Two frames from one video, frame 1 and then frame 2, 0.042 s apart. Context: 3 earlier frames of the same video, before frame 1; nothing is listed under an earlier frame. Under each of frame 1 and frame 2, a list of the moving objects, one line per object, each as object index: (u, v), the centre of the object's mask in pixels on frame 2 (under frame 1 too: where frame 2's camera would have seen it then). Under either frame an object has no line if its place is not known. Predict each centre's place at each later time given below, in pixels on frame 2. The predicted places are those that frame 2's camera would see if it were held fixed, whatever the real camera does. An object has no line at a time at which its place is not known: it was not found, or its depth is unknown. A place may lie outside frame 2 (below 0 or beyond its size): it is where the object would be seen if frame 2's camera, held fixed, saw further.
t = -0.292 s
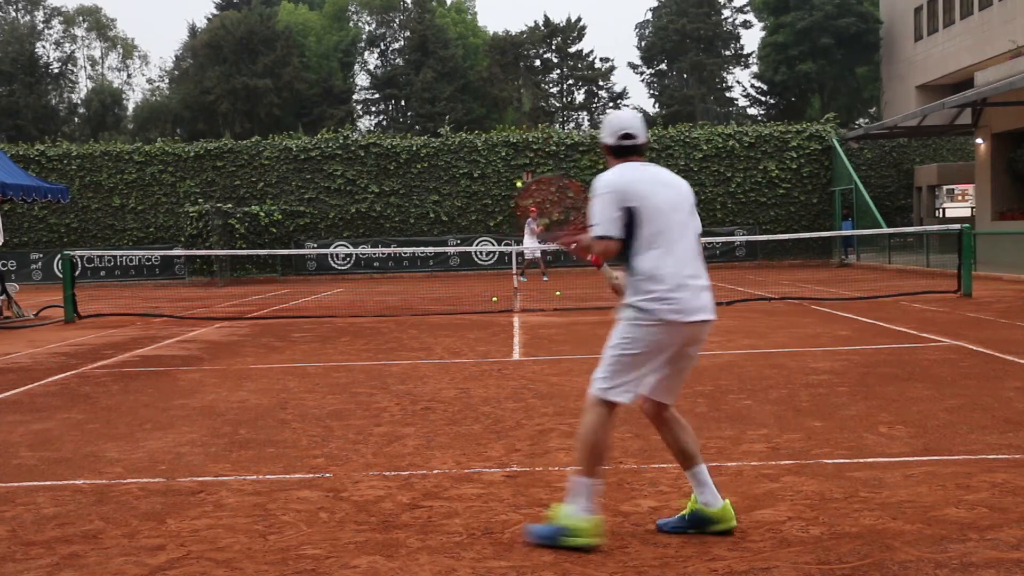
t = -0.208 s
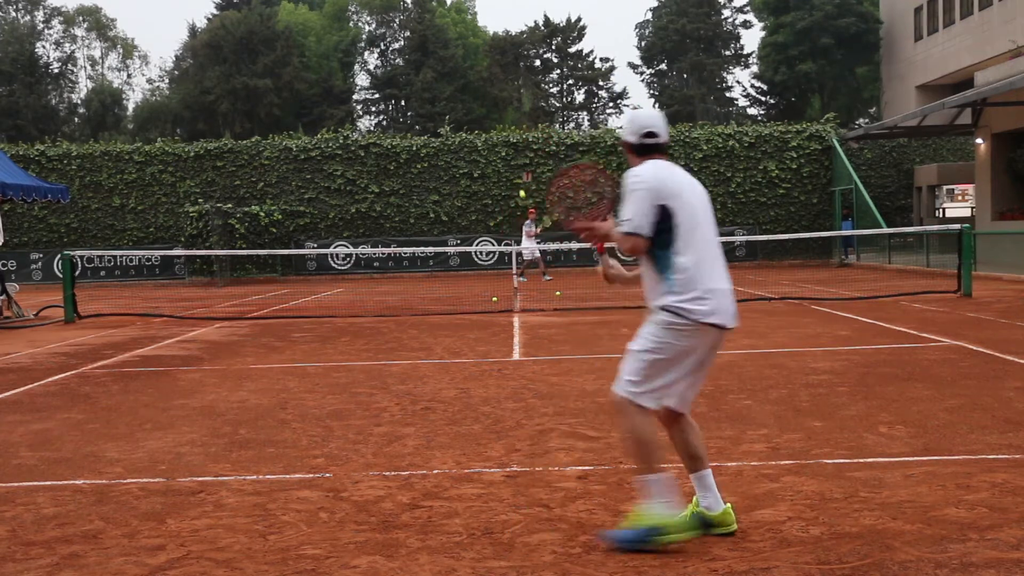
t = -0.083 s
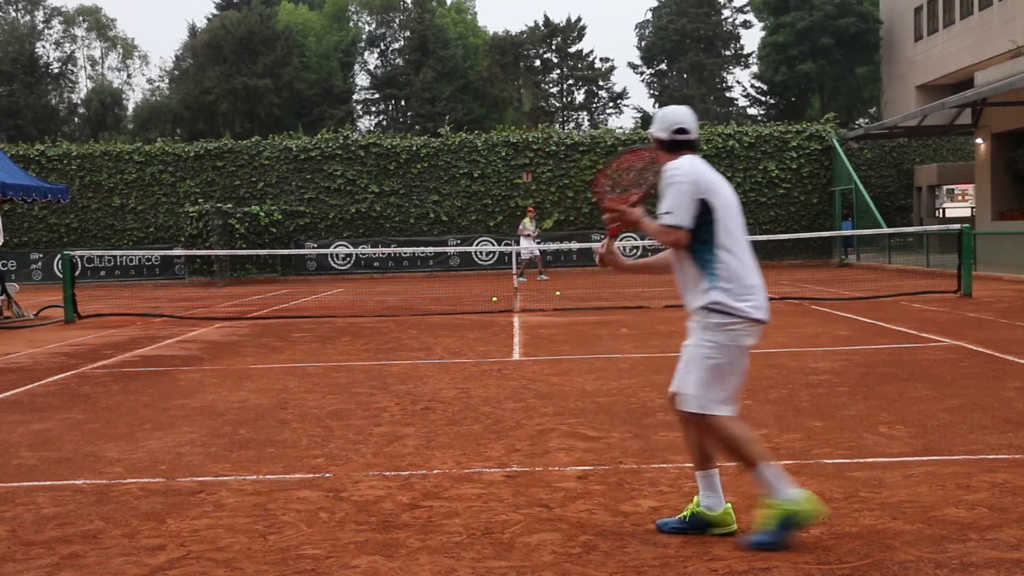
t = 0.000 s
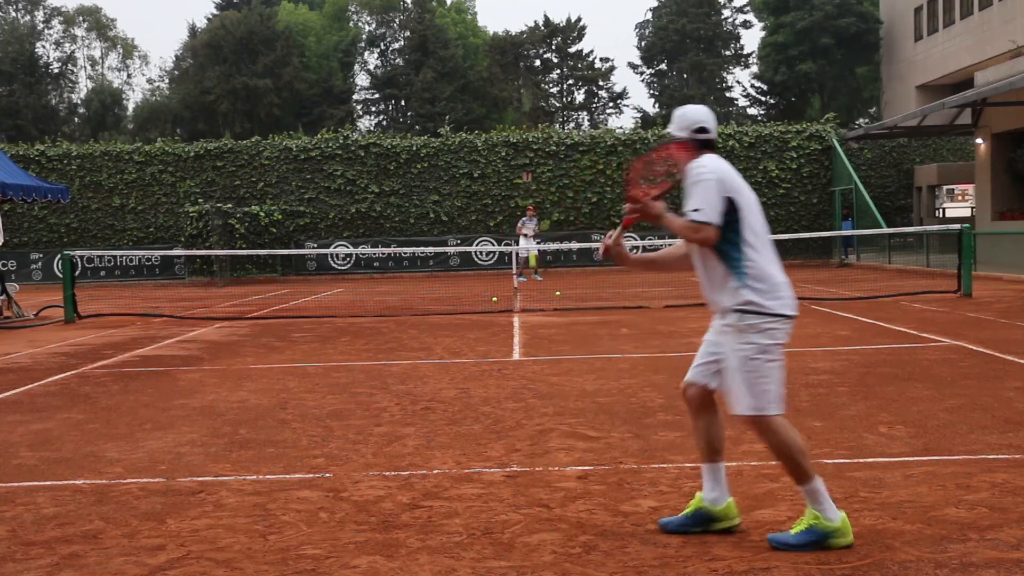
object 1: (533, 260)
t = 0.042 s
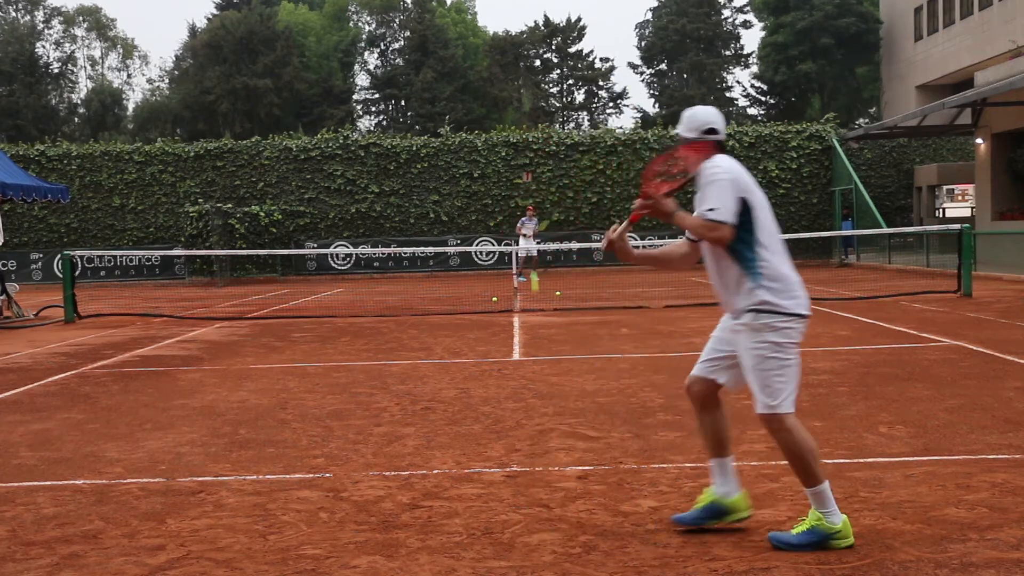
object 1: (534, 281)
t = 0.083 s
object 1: (537, 310)
